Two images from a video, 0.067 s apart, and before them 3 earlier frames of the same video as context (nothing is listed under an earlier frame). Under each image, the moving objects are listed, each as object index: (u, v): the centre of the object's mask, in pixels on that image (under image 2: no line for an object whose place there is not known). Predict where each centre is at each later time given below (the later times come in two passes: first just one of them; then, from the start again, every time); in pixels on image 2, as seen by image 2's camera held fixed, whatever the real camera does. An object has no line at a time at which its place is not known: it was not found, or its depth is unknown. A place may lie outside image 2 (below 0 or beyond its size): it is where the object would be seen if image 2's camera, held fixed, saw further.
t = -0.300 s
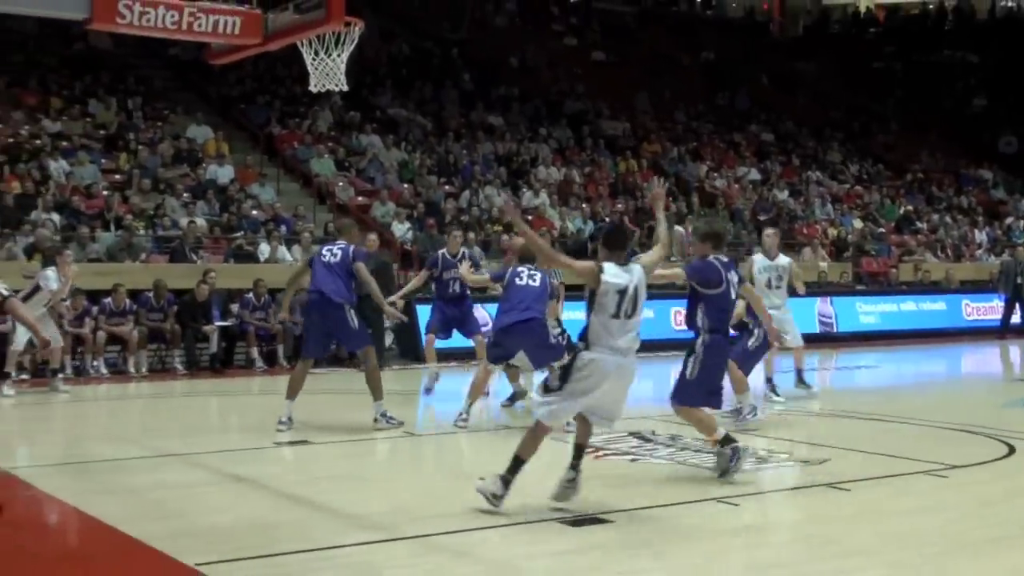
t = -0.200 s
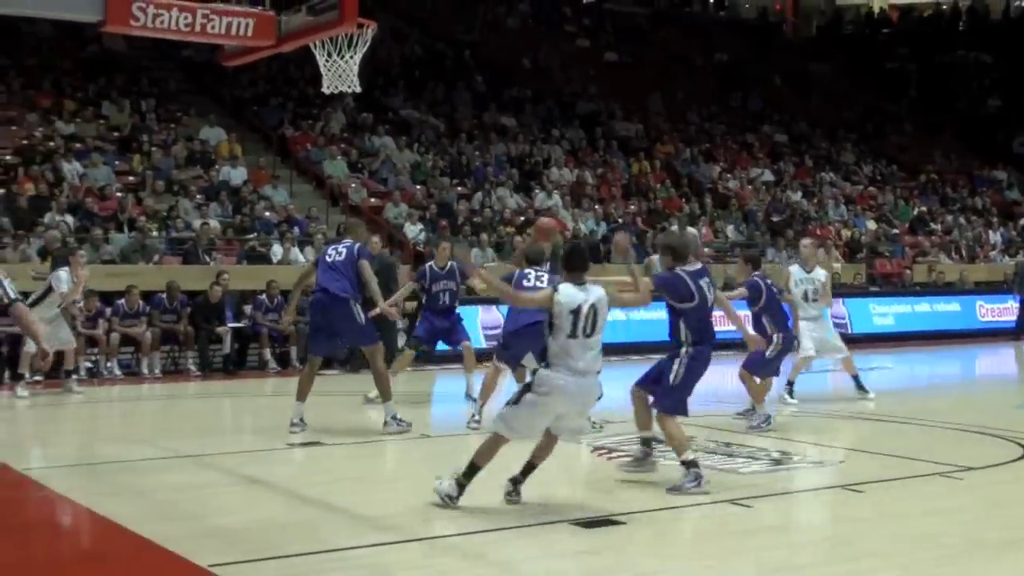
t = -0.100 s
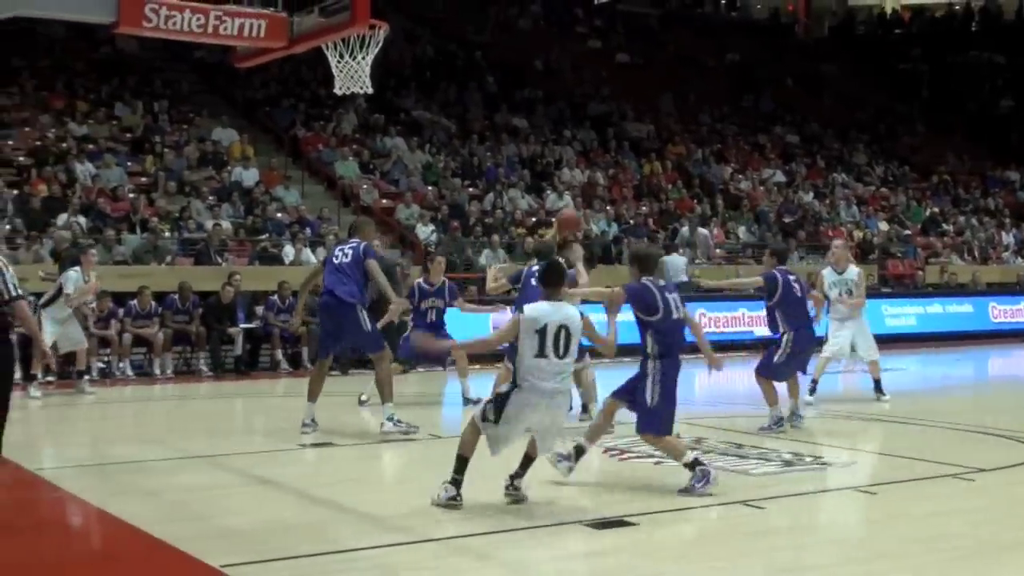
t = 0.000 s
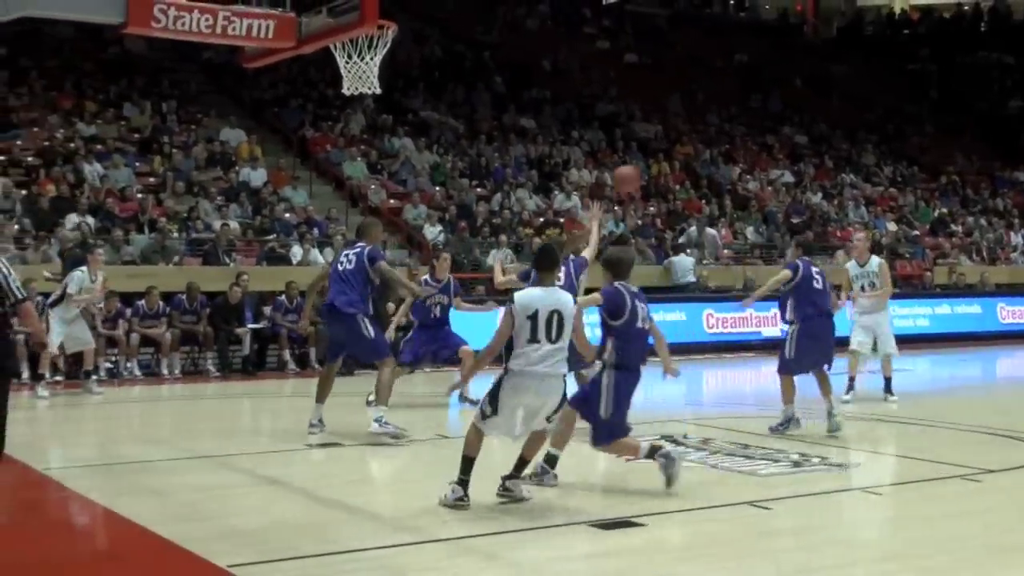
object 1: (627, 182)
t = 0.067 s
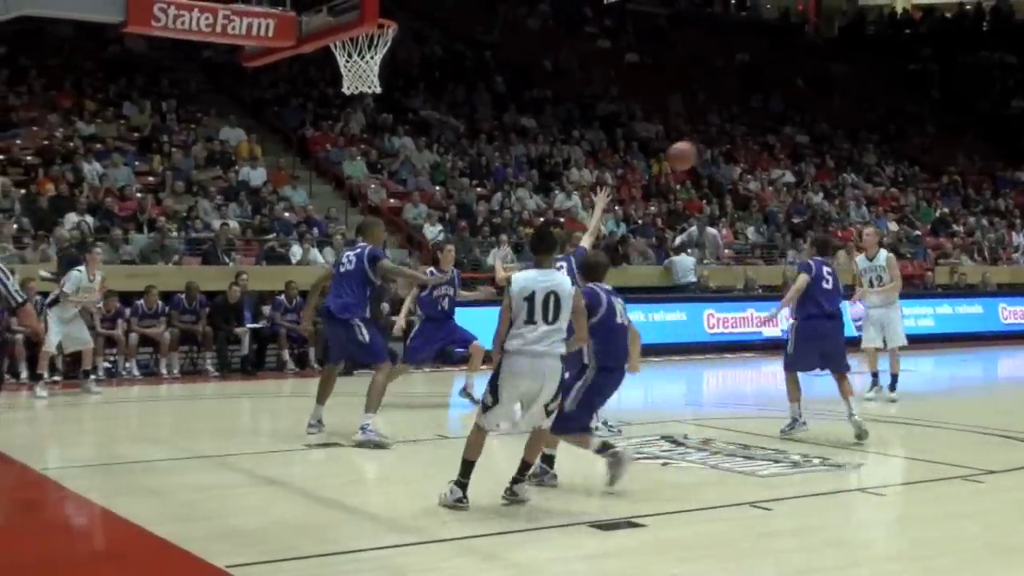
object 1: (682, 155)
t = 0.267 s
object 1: (883, 106)
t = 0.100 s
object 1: (712, 145)
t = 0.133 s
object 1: (743, 136)
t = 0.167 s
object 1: (775, 126)
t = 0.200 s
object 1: (810, 118)
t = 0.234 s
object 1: (846, 112)
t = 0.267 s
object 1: (883, 106)
